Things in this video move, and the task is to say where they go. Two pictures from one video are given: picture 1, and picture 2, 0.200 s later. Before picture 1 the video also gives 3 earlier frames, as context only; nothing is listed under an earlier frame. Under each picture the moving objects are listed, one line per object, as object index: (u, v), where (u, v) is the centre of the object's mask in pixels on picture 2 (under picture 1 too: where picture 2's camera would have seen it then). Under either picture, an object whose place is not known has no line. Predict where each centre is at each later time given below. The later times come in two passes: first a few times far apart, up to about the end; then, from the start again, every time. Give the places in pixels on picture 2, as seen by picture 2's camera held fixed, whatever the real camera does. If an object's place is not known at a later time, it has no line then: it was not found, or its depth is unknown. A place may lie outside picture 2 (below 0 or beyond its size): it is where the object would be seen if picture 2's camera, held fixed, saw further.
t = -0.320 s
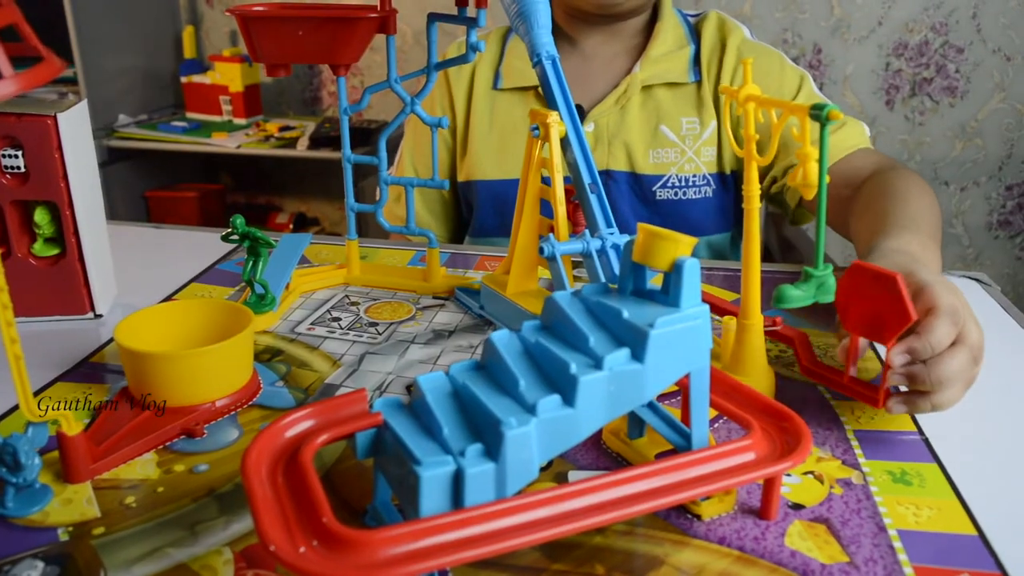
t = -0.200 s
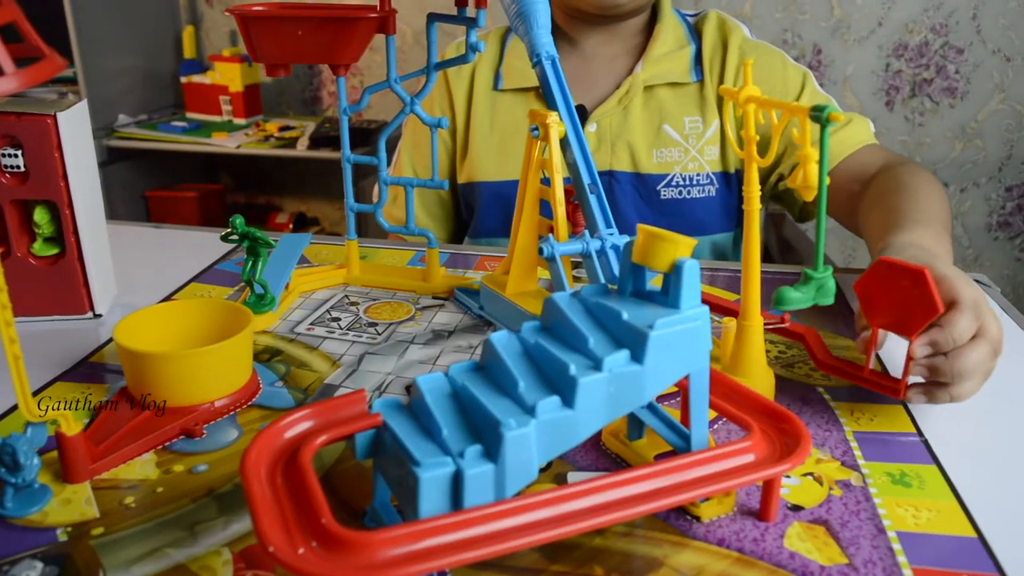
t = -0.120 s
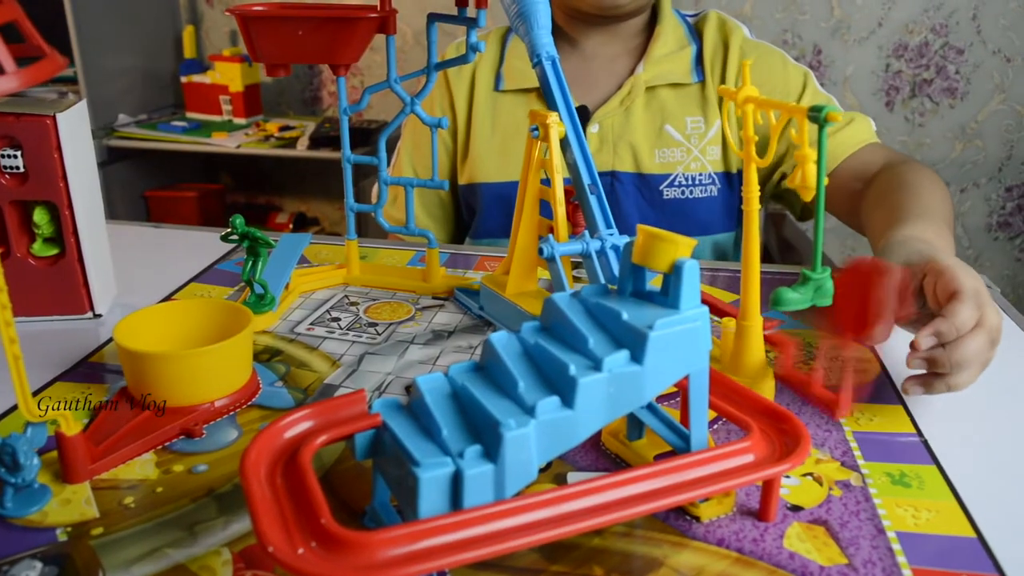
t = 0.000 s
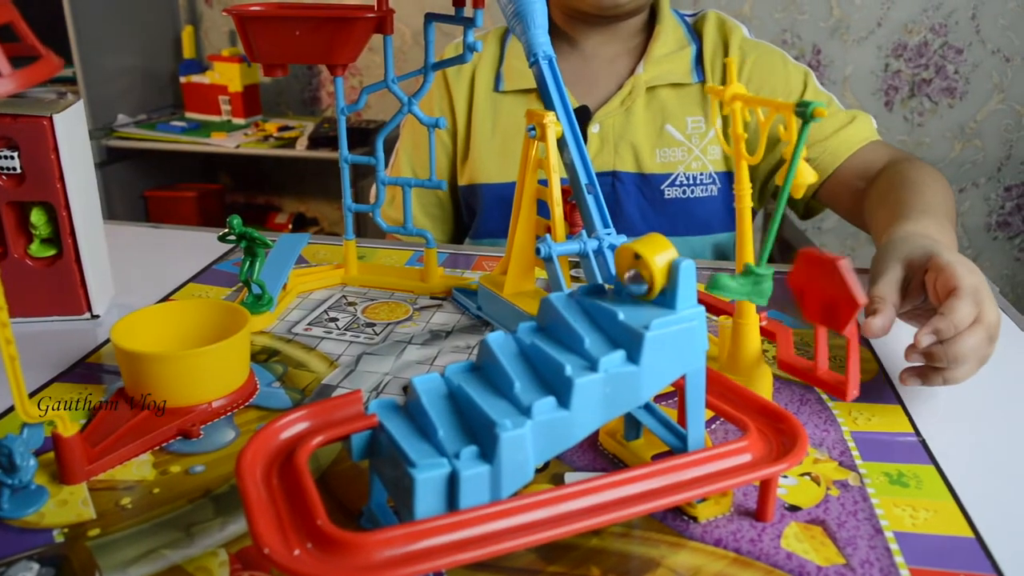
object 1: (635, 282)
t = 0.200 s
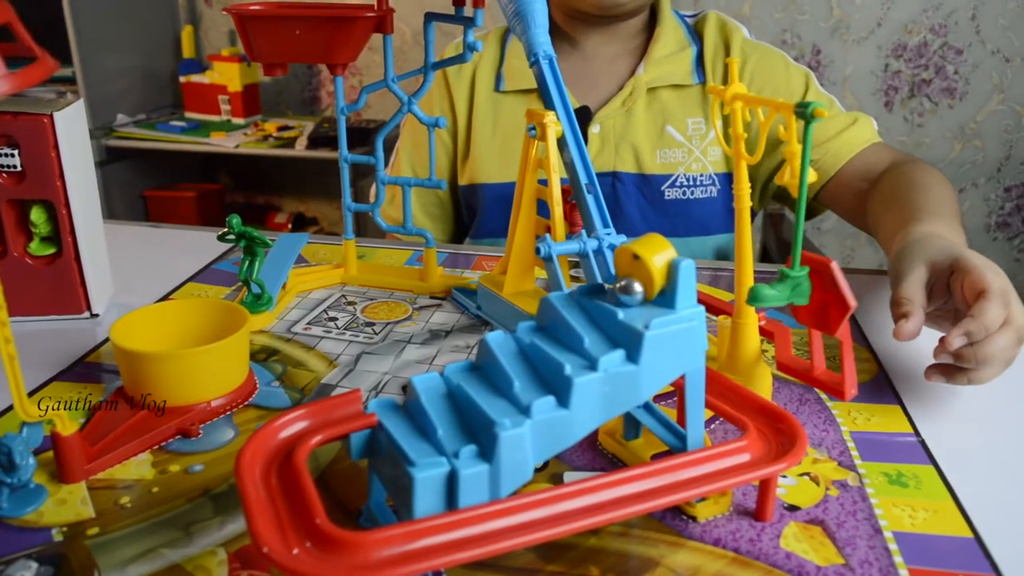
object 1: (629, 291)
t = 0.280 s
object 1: (615, 289)
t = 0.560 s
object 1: (568, 290)
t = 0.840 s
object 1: (580, 304)
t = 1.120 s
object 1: (603, 335)
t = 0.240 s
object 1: (623, 290)
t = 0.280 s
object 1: (615, 289)
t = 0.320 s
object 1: (605, 286)
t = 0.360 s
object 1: (597, 283)
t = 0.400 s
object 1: (591, 283)
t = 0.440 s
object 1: (585, 283)
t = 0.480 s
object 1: (575, 285)
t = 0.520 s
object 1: (566, 289)
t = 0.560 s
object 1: (568, 290)
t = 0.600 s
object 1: (569, 291)
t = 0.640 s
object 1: (569, 291)
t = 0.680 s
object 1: (570, 293)
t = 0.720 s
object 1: (572, 295)
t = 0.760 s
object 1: (575, 298)
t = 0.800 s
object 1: (577, 301)
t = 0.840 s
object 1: (580, 304)
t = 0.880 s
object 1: (585, 309)
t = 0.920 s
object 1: (590, 315)
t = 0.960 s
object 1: (596, 321)
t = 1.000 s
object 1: (602, 327)
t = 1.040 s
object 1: (608, 333)
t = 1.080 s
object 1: (606, 334)
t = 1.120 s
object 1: (603, 335)
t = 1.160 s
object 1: (600, 337)
